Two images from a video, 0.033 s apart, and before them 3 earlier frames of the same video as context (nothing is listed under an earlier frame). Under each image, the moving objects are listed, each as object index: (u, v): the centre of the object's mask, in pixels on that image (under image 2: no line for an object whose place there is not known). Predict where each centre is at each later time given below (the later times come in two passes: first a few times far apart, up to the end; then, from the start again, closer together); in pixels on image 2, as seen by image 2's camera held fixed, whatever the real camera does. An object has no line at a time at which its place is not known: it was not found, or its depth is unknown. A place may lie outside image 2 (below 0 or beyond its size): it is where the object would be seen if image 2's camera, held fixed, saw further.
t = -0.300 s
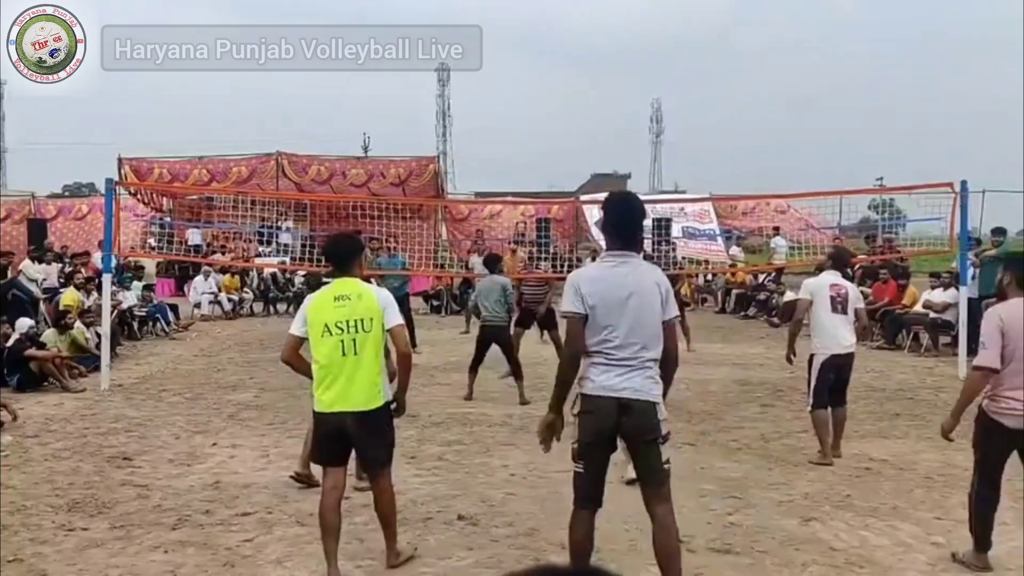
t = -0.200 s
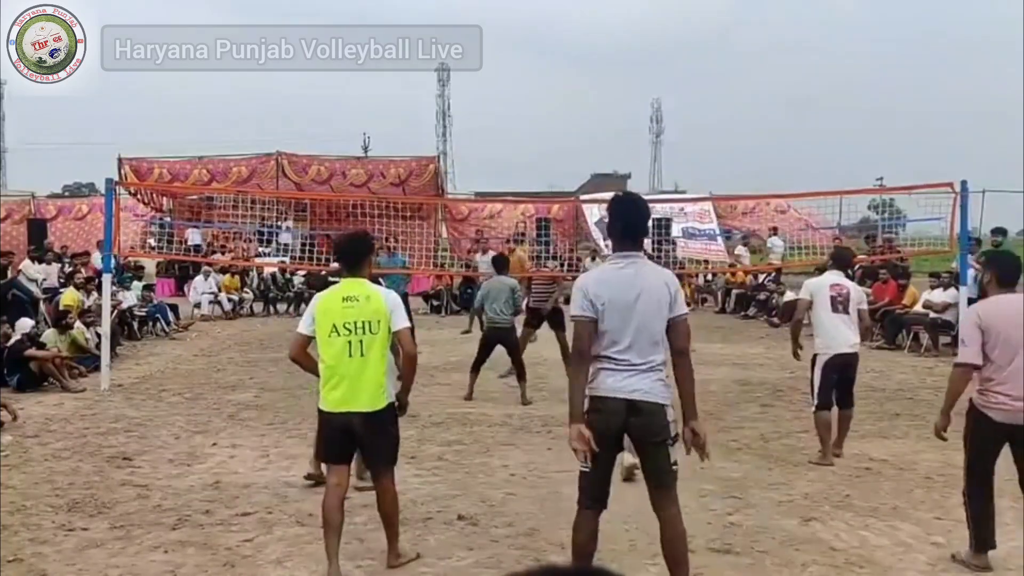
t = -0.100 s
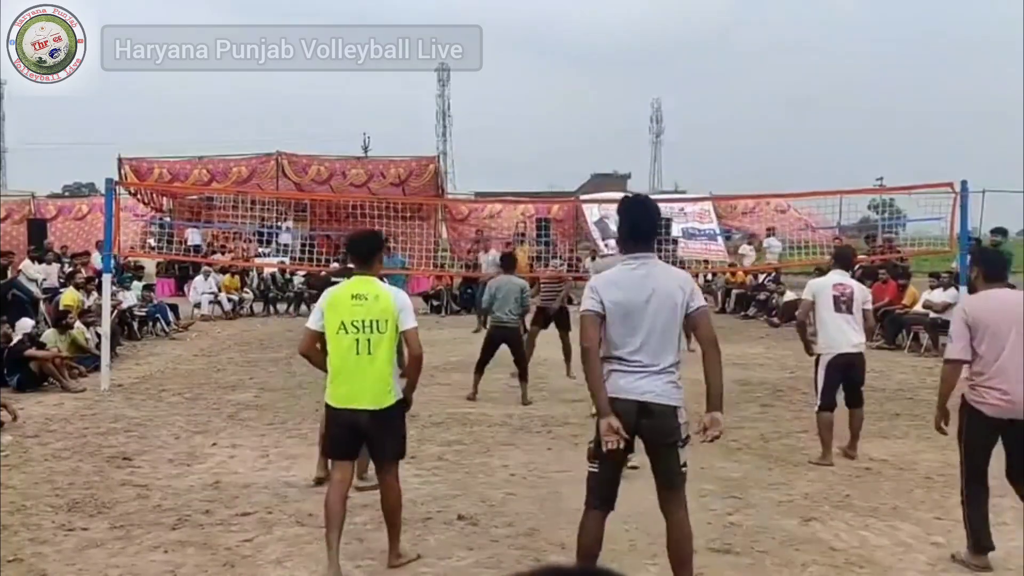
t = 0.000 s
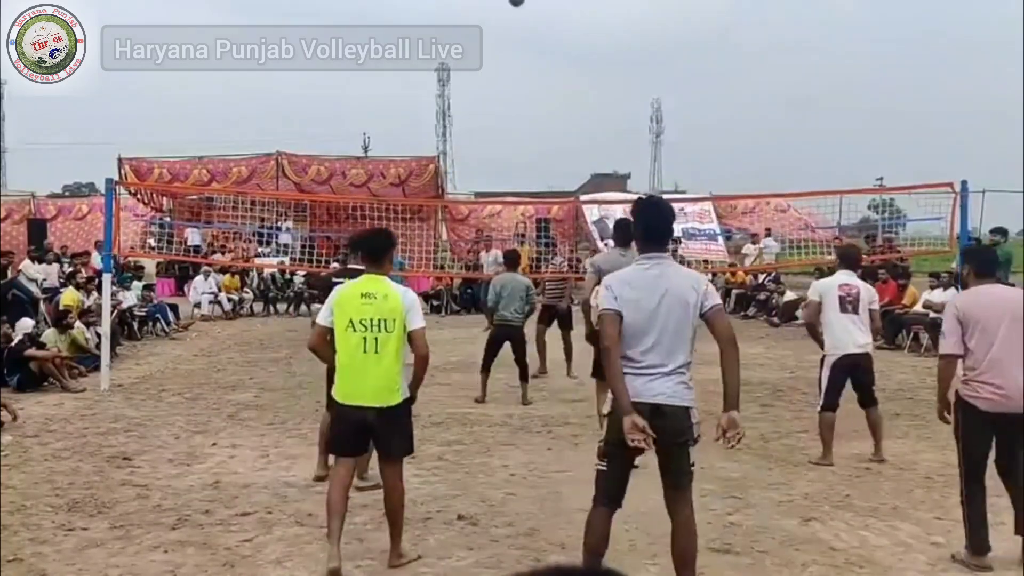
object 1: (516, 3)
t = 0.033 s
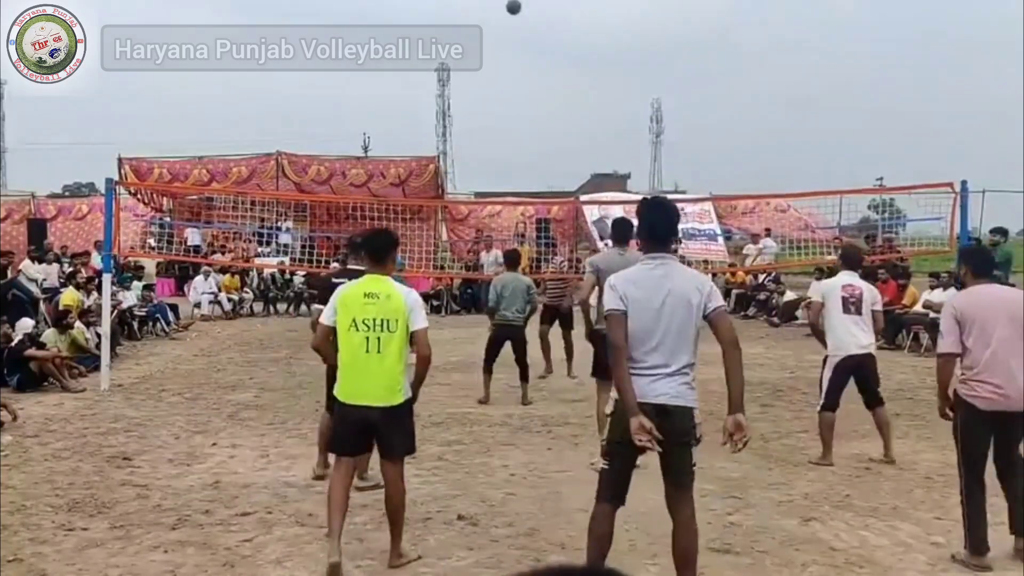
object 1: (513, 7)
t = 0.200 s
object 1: (502, 57)
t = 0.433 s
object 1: (492, 142)
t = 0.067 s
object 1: (511, 16)
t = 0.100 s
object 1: (508, 25)
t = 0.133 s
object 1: (506, 35)
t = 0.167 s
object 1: (504, 46)
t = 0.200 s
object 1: (502, 57)
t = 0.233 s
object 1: (500, 68)
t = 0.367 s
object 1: (494, 116)
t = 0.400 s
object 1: (493, 129)
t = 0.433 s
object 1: (492, 142)
